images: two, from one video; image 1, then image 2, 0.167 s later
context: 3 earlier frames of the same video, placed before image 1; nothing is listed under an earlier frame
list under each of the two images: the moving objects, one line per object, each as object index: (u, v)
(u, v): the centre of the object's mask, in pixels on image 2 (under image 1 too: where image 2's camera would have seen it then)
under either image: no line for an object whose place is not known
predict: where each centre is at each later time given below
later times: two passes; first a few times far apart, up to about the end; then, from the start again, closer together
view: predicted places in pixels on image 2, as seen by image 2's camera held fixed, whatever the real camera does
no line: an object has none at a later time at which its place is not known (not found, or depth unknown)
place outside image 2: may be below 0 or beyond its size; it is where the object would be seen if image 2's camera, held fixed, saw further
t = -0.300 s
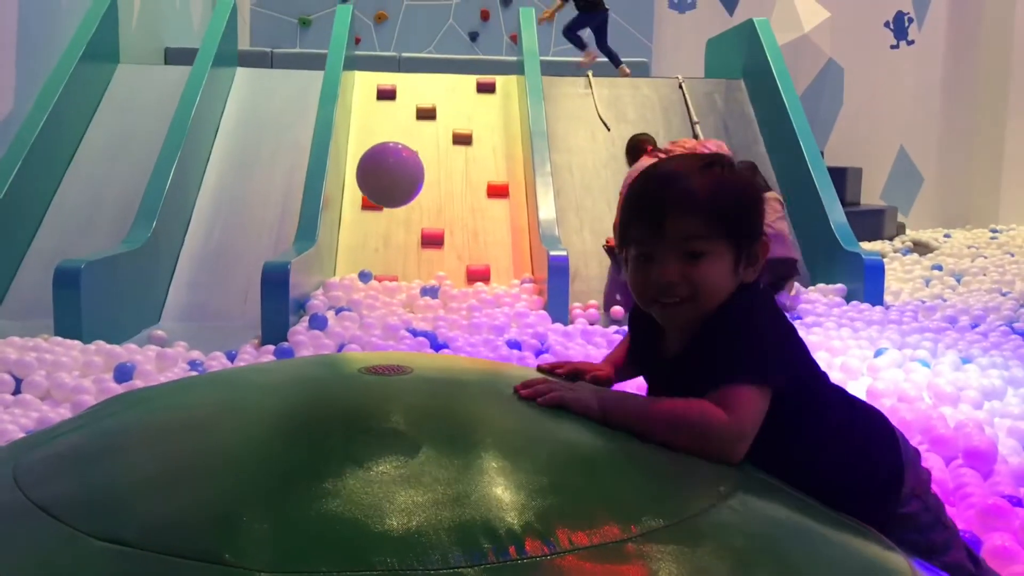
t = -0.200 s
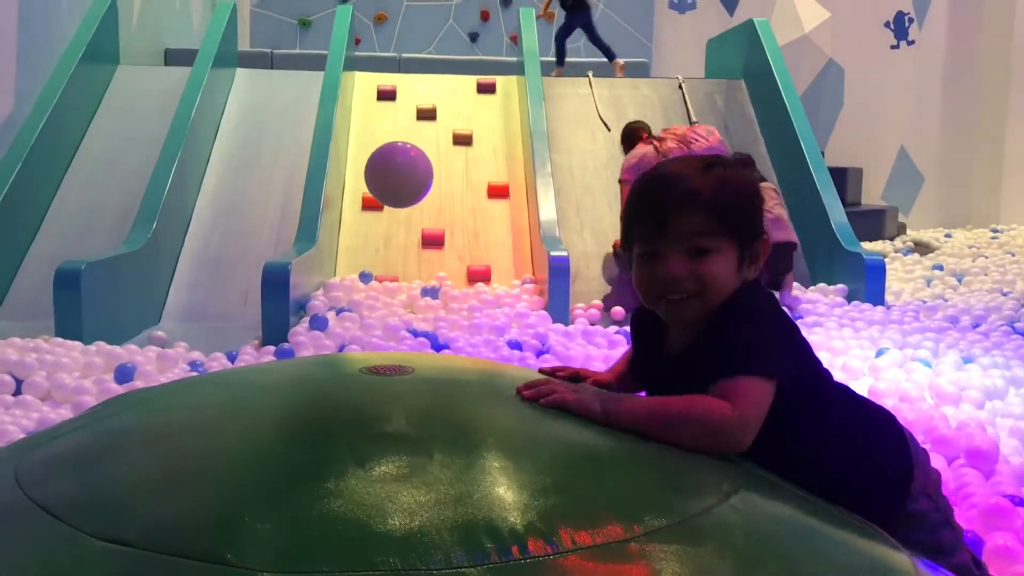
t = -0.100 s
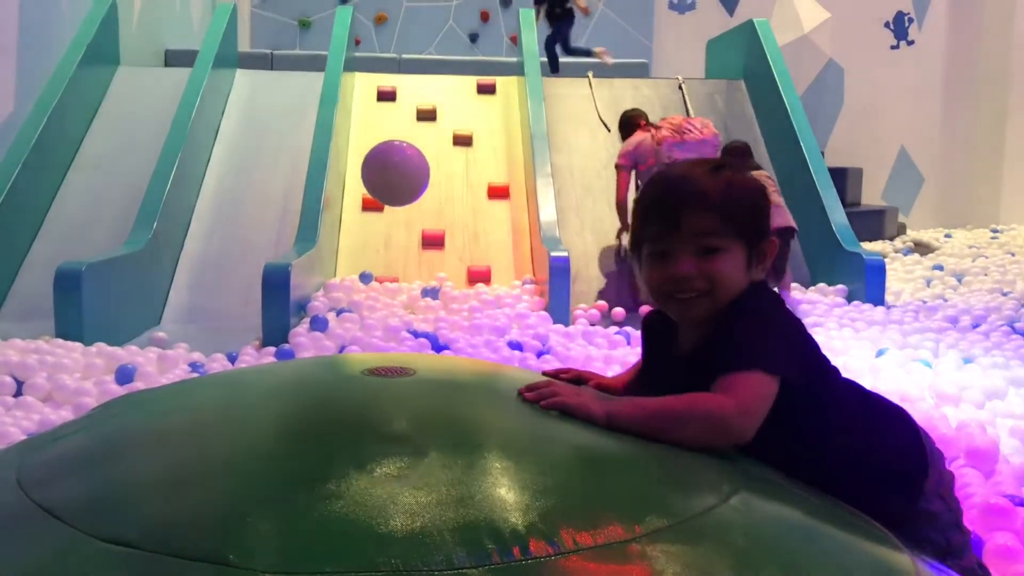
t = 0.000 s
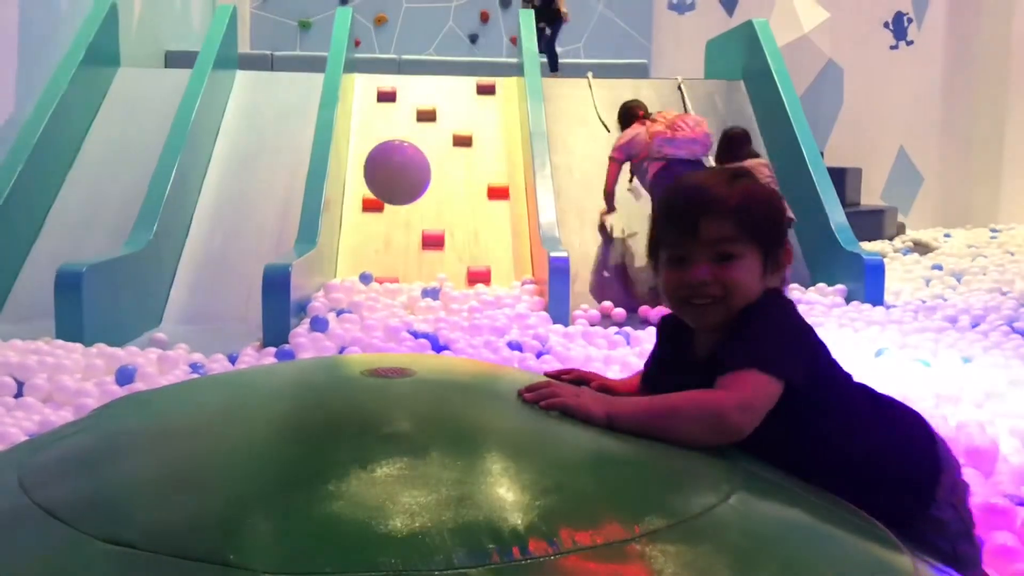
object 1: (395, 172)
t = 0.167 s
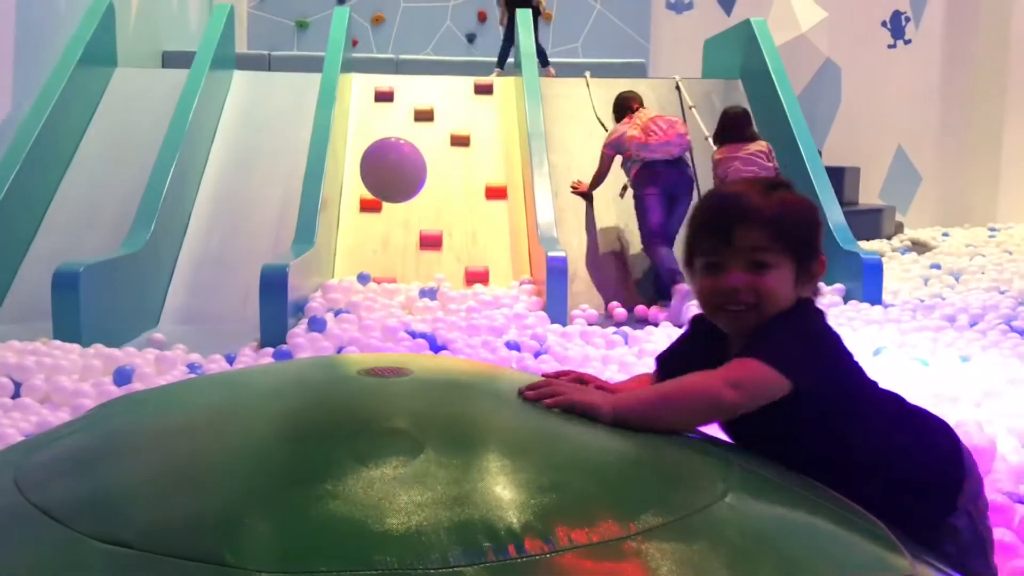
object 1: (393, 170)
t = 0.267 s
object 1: (392, 168)
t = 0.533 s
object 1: (392, 161)
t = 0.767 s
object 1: (395, 163)
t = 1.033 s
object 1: (393, 164)
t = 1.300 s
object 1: (387, 144)
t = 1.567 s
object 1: (385, 141)
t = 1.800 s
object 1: (381, 179)
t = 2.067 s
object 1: (387, 150)
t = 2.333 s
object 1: (387, 129)
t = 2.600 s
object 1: (387, 170)
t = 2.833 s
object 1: (394, 181)
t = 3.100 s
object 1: (391, 133)
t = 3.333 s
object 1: (396, 143)
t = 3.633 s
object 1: (391, 209)
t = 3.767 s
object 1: (403, 199)
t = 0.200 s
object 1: (393, 170)
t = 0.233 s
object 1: (392, 168)
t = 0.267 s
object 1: (392, 168)
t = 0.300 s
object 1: (392, 167)
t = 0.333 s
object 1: (391, 167)
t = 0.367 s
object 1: (389, 165)
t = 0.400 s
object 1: (388, 164)
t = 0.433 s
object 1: (388, 163)
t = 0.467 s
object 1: (390, 162)
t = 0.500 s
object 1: (392, 161)
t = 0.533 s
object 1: (392, 161)
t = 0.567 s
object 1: (391, 161)
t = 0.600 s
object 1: (389, 161)
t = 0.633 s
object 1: (387, 162)
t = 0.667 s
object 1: (386, 162)
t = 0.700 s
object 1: (388, 162)
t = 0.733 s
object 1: (393, 162)
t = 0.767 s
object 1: (395, 163)
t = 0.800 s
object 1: (394, 163)
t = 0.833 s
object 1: (390, 164)
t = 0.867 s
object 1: (385, 165)
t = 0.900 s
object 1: (382, 165)
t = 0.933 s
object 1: (383, 165)
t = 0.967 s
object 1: (387, 165)
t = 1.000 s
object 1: (391, 165)
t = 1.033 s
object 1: (393, 164)
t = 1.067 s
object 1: (392, 164)
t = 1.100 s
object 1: (387, 164)
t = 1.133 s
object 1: (381, 164)
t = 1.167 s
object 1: (378, 161)
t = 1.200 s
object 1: (379, 157)
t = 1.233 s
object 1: (382, 153)
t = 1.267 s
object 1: (385, 148)
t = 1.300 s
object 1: (387, 144)
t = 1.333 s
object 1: (387, 141)
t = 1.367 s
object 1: (384, 137)
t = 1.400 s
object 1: (381, 132)
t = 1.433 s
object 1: (378, 130)
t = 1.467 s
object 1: (376, 130)
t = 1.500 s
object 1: (377, 132)
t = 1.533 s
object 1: (381, 136)
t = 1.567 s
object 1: (385, 141)
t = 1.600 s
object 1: (387, 146)
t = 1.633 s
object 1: (387, 152)
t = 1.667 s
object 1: (385, 157)
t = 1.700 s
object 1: (384, 166)
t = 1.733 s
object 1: (382, 172)
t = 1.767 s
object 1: (381, 176)
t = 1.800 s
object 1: (381, 179)
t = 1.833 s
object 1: (382, 180)
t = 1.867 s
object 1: (383, 177)
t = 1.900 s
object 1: (384, 174)
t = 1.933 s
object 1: (386, 170)
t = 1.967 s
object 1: (385, 165)
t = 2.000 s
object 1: (385, 161)
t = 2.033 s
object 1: (385, 156)
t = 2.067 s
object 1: (387, 150)
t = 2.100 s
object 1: (388, 142)
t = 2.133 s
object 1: (389, 134)
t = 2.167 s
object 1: (389, 129)
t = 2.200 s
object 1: (388, 126)
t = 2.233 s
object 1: (388, 124)
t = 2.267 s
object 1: (388, 126)
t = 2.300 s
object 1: (388, 127)
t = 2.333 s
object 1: (387, 129)
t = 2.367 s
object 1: (385, 131)
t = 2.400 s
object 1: (383, 135)
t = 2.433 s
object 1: (382, 140)
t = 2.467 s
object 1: (382, 146)
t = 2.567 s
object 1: (387, 166)
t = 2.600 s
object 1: (387, 170)
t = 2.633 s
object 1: (387, 174)
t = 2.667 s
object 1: (386, 179)
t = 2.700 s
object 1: (385, 182)
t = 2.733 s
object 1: (385, 184)
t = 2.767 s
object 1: (387, 185)
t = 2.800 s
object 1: (390, 184)
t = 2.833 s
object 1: (394, 181)
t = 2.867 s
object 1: (395, 177)
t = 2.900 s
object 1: (394, 172)
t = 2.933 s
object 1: (392, 166)
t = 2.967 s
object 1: (389, 160)
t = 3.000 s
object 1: (387, 154)
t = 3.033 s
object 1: (386, 147)
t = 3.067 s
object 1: (387, 140)
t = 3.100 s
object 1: (391, 133)
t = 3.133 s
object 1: (398, 129)
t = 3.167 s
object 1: (405, 127)
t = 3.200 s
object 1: (409, 126)
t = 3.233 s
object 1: (410, 128)
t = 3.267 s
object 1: (407, 132)
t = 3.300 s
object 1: (402, 137)
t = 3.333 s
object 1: (396, 143)
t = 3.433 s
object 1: (389, 171)
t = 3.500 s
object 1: (398, 190)
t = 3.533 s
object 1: (402, 197)
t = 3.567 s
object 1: (401, 203)
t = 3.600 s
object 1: (396, 207)
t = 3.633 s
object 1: (391, 209)
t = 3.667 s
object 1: (390, 208)
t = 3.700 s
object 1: (393, 207)
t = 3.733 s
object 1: (398, 204)
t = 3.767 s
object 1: (403, 199)
